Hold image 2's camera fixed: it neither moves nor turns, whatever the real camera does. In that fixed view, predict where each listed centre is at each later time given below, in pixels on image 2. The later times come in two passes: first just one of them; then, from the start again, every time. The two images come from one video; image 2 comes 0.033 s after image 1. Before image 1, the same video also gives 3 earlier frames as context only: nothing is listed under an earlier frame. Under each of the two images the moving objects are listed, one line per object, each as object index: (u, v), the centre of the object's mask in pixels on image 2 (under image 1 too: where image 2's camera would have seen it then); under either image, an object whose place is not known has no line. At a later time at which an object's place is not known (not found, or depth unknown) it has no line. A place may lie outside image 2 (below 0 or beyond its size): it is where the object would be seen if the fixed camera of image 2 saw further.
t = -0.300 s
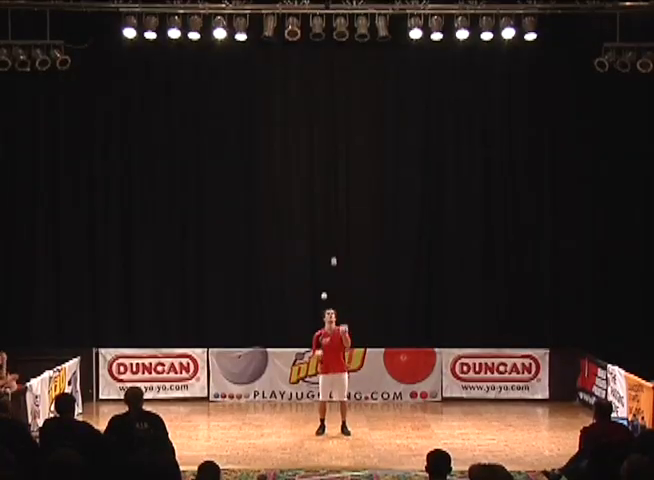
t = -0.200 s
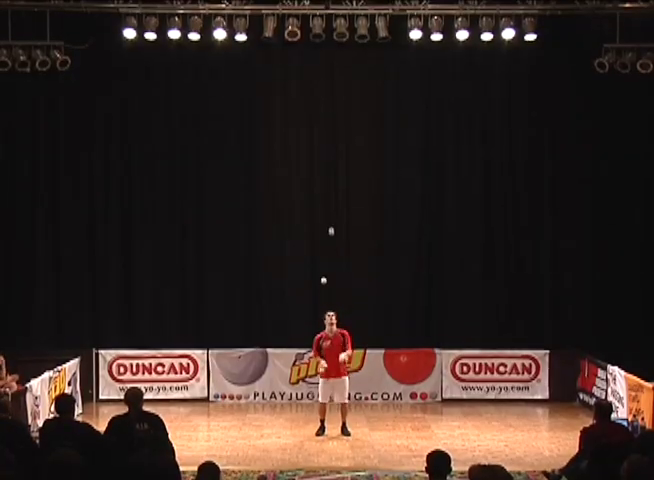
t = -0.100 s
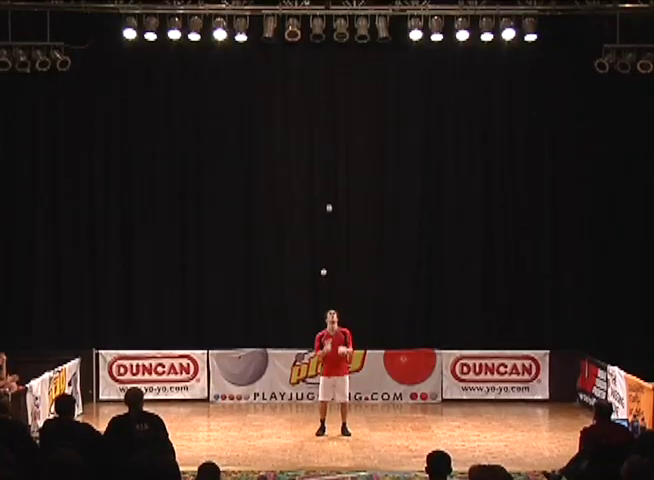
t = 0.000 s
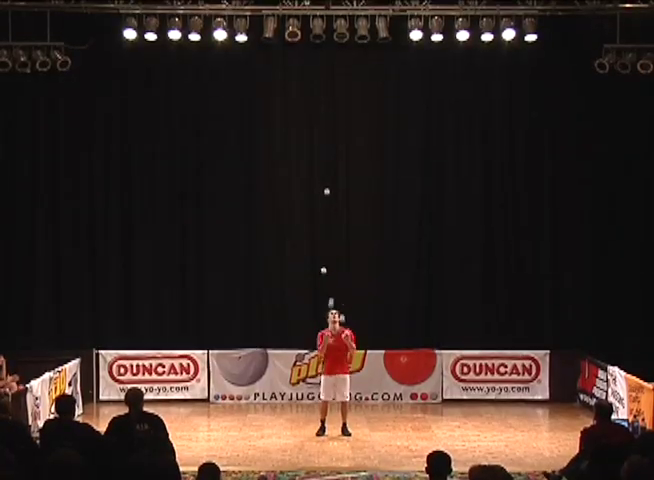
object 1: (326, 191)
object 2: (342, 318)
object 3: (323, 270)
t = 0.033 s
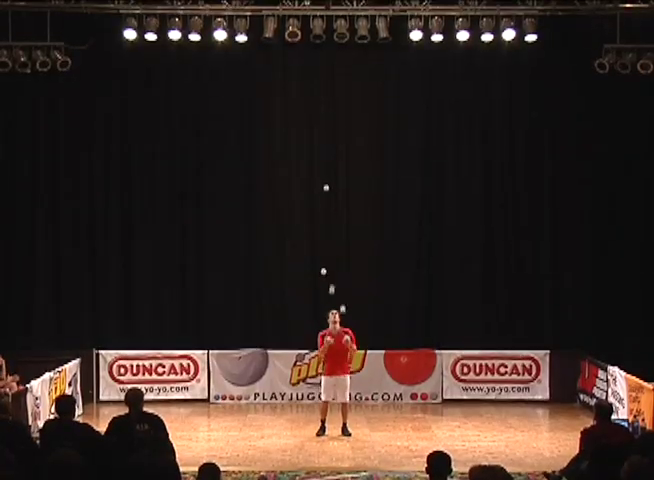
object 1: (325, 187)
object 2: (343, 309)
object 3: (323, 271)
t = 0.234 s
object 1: (320, 180)
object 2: (345, 270)
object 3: (323, 293)
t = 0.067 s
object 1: (324, 184)
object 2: (343, 301)
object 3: (323, 273)
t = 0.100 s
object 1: (323, 182)
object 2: (343, 293)
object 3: (323, 275)
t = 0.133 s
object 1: (322, 180)
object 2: (344, 286)
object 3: (323, 278)
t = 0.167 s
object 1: (322, 180)
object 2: (345, 280)
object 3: (323, 282)
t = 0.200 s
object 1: (321, 179)
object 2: (345, 275)
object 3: (323, 287)
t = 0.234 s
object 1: (320, 180)
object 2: (345, 270)
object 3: (323, 293)
